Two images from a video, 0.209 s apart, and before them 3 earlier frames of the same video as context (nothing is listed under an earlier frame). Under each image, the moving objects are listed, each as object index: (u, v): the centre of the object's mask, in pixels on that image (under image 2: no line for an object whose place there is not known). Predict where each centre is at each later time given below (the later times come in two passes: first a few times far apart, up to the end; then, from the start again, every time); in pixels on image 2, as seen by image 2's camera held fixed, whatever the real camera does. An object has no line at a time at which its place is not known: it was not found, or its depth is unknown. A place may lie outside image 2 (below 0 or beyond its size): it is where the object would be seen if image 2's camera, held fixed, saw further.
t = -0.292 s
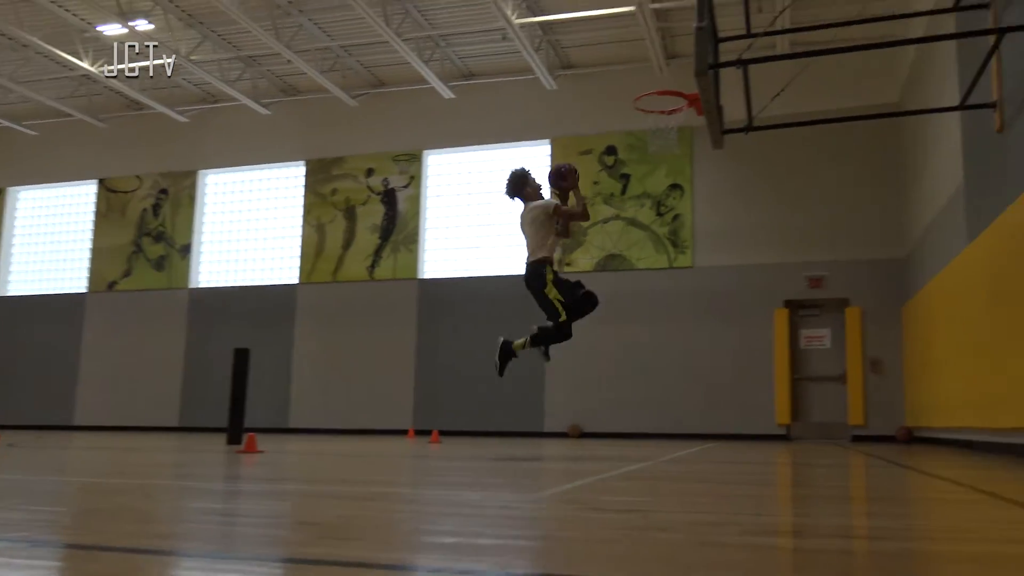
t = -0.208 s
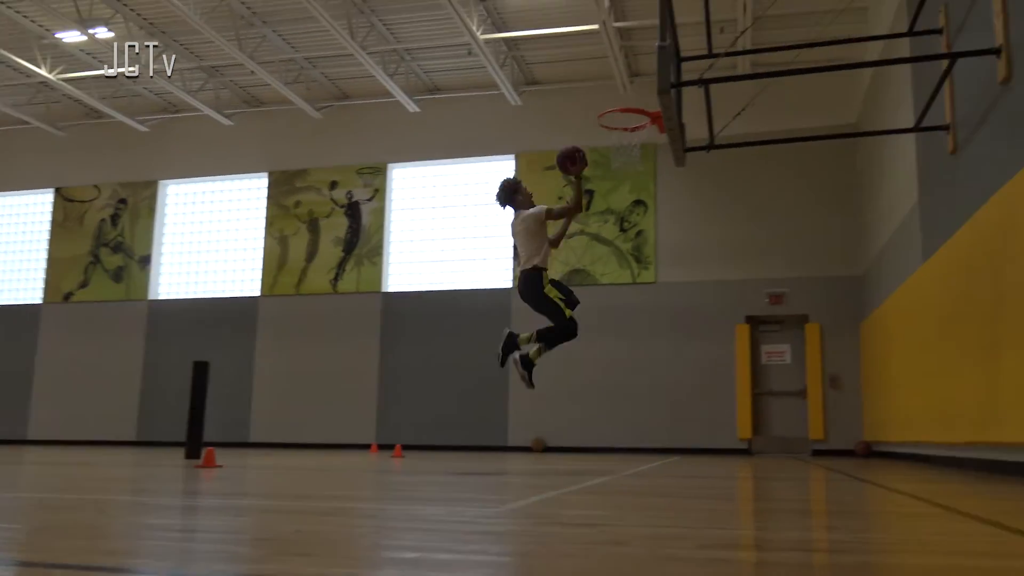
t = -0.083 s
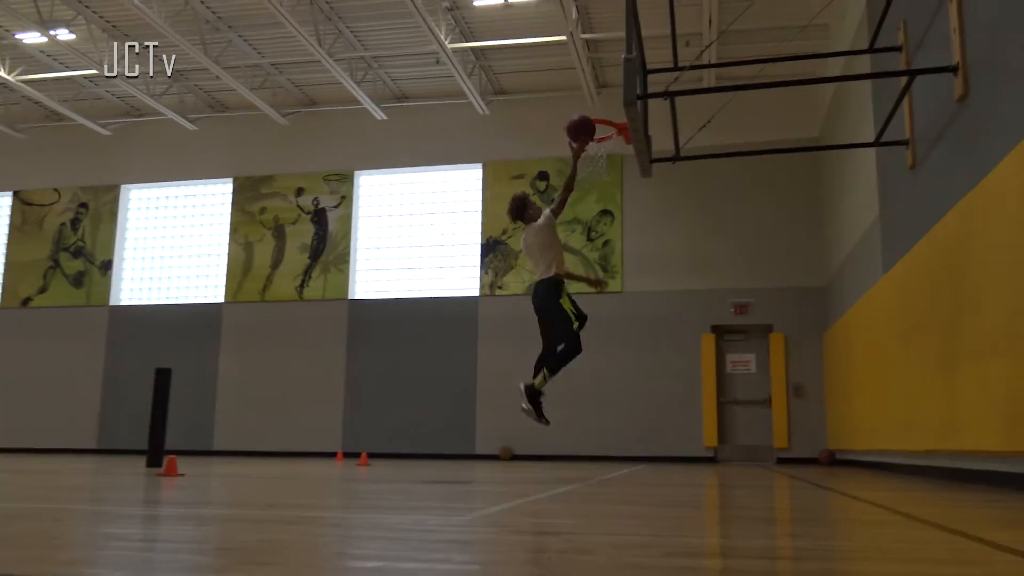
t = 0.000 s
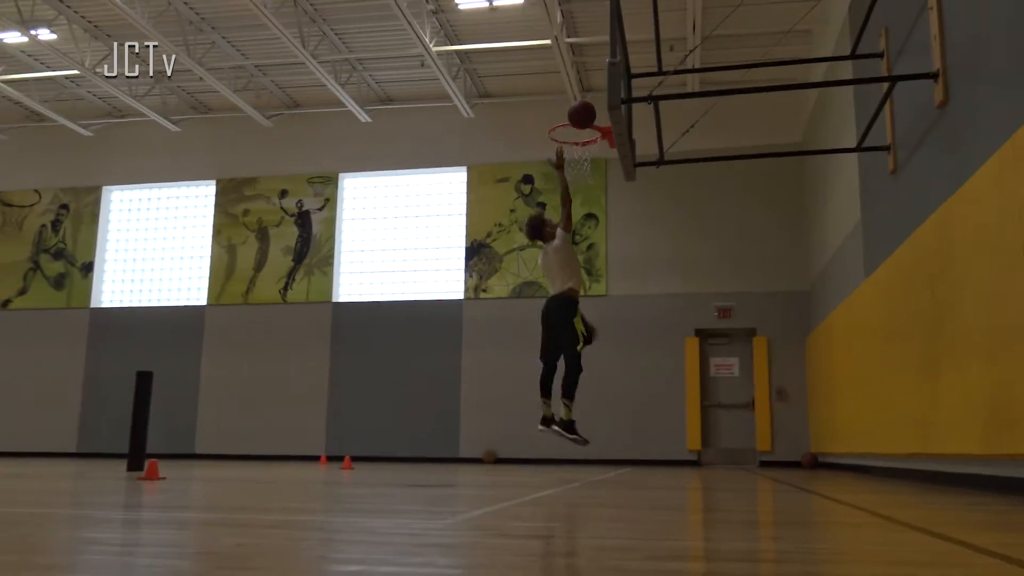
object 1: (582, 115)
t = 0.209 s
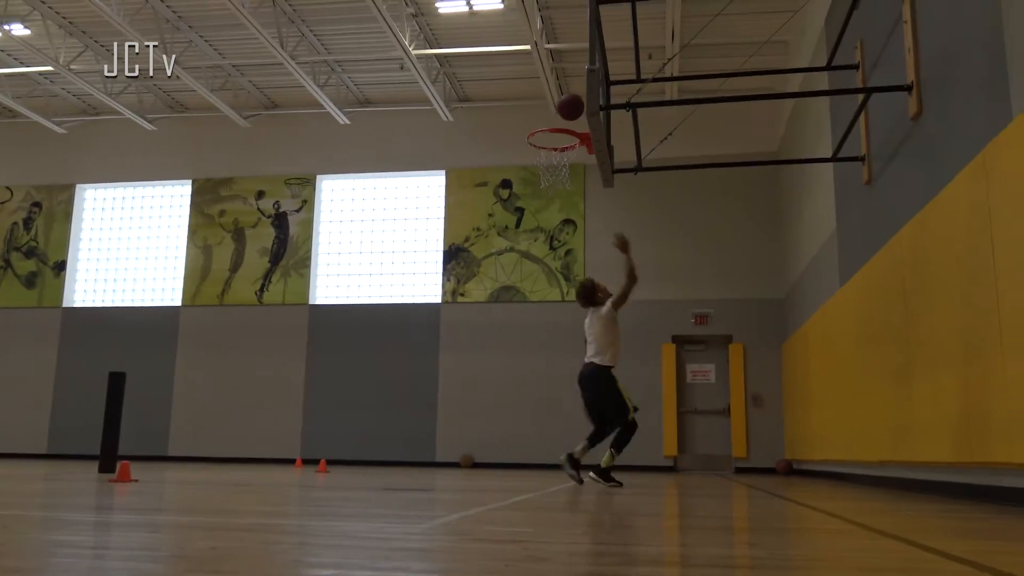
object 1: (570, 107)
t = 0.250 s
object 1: (566, 110)
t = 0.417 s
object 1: (547, 136)
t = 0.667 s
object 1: (541, 181)
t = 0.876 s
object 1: (551, 241)
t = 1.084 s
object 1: (562, 352)
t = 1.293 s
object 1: (575, 440)
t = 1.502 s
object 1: (606, 348)
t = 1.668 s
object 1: (624, 308)
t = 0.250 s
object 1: (566, 110)
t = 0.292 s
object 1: (561, 113)
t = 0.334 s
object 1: (556, 117)
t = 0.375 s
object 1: (552, 126)
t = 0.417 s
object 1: (547, 136)
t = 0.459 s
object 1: (543, 145)
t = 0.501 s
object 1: (539, 157)
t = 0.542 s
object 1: (537, 165)
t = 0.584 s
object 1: (538, 170)
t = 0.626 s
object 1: (539, 175)
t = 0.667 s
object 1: (541, 181)
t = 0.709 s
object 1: (543, 189)
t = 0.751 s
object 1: (545, 199)
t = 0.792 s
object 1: (547, 211)
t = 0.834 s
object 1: (549, 225)
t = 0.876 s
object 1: (551, 241)
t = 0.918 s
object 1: (553, 259)
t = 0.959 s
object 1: (555, 279)
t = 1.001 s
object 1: (557, 301)
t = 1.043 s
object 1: (560, 325)
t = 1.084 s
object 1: (562, 352)
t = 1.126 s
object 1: (564, 381)
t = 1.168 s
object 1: (566, 412)
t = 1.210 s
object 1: (567, 445)
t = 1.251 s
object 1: (569, 465)
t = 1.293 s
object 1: (575, 440)
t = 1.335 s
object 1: (580, 418)
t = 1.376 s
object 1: (586, 397)
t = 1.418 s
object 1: (593, 379)
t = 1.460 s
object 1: (600, 363)
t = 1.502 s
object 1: (606, 348)
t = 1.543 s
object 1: (610, 335)
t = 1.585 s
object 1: (615, 324)
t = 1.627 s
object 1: (619, 315)
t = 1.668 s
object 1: (624, 308)
